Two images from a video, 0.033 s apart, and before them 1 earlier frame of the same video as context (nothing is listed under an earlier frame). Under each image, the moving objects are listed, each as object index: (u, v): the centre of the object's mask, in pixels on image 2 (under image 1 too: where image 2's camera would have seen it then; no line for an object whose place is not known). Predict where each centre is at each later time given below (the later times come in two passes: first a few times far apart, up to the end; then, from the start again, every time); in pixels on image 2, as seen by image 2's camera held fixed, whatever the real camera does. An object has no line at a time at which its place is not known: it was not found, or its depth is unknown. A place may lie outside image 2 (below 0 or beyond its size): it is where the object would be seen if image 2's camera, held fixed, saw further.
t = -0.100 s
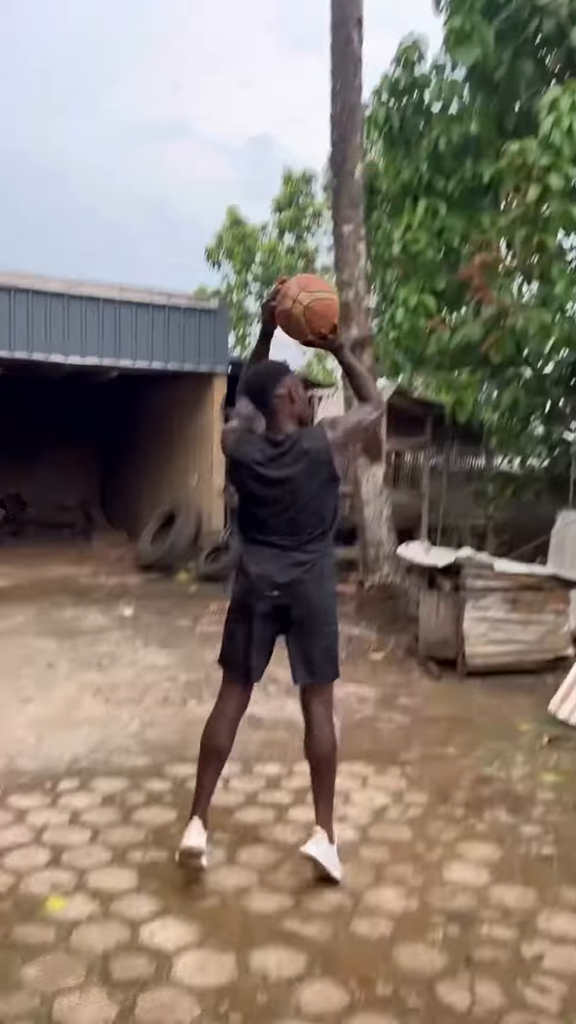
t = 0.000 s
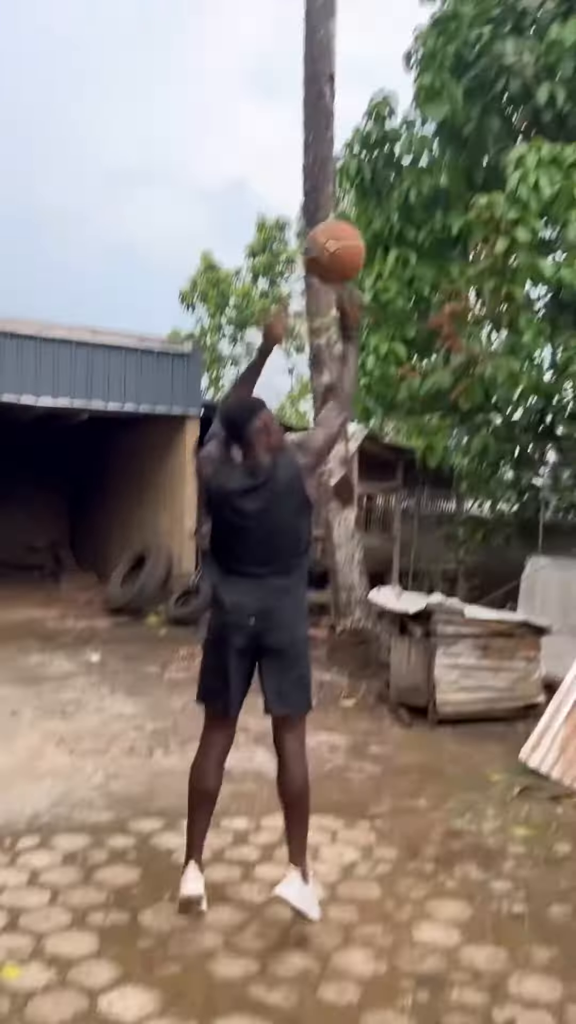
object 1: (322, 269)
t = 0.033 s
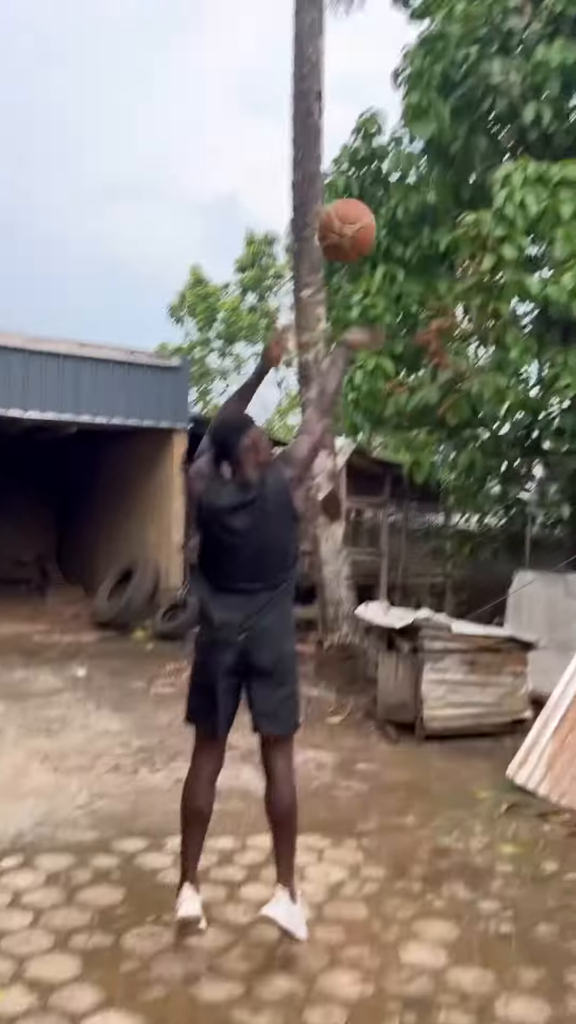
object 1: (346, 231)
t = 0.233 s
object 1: (468, 87)
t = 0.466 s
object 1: (568, 52)
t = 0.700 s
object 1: (640, 109)
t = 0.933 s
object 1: (691, 230)
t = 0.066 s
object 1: (370, 196)
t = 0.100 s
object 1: (392, 167)
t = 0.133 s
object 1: (413, 141)
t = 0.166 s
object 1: (432, 121)
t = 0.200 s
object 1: (451, 102)
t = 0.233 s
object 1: (468, 87)
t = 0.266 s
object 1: (484, 74)
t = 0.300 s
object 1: (499, 65)
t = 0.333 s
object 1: (515, 58)
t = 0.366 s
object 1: (529, 52)
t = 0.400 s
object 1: (543, 50)
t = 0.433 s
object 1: (555, 49)
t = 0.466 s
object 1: (568, 52)
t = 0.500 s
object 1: (579, 56)
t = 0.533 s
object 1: (591, 60)
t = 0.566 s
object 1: (602, 67)
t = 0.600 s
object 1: (612, 74)
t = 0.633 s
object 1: (622, 85)
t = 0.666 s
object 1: (631, 95)
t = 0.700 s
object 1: (640, 109)
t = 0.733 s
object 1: (649, 122)
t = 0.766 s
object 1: (657, 138)
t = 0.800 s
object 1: (666, 154)
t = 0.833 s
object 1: (672, 172)
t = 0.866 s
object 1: (678, 191)
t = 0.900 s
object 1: (686, 210)
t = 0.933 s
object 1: (691, 230)
